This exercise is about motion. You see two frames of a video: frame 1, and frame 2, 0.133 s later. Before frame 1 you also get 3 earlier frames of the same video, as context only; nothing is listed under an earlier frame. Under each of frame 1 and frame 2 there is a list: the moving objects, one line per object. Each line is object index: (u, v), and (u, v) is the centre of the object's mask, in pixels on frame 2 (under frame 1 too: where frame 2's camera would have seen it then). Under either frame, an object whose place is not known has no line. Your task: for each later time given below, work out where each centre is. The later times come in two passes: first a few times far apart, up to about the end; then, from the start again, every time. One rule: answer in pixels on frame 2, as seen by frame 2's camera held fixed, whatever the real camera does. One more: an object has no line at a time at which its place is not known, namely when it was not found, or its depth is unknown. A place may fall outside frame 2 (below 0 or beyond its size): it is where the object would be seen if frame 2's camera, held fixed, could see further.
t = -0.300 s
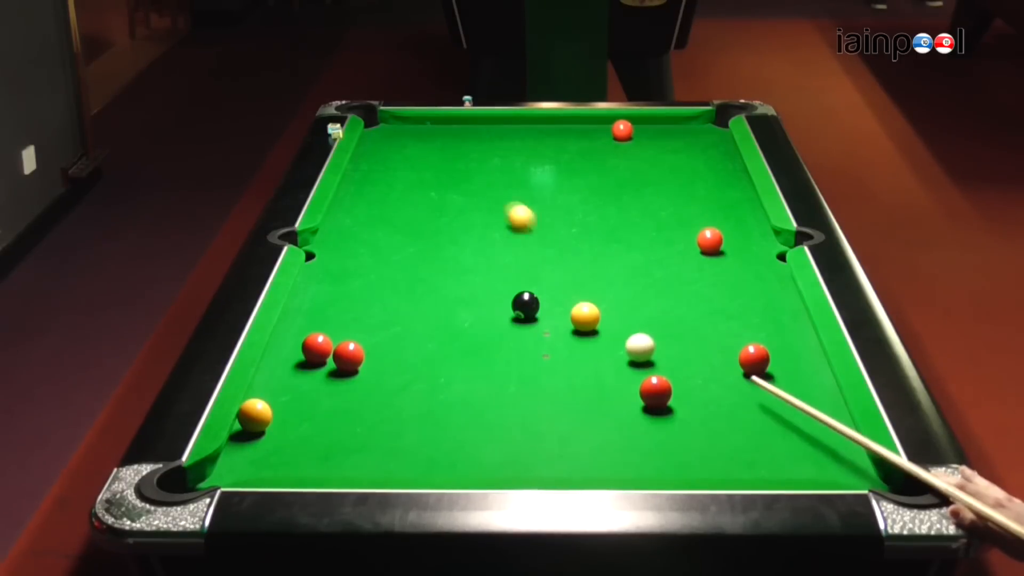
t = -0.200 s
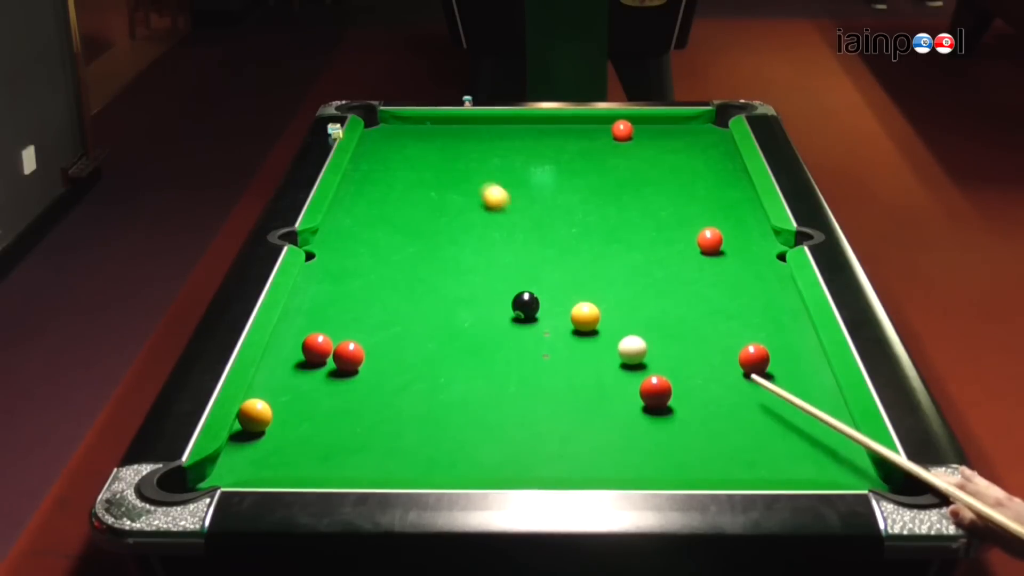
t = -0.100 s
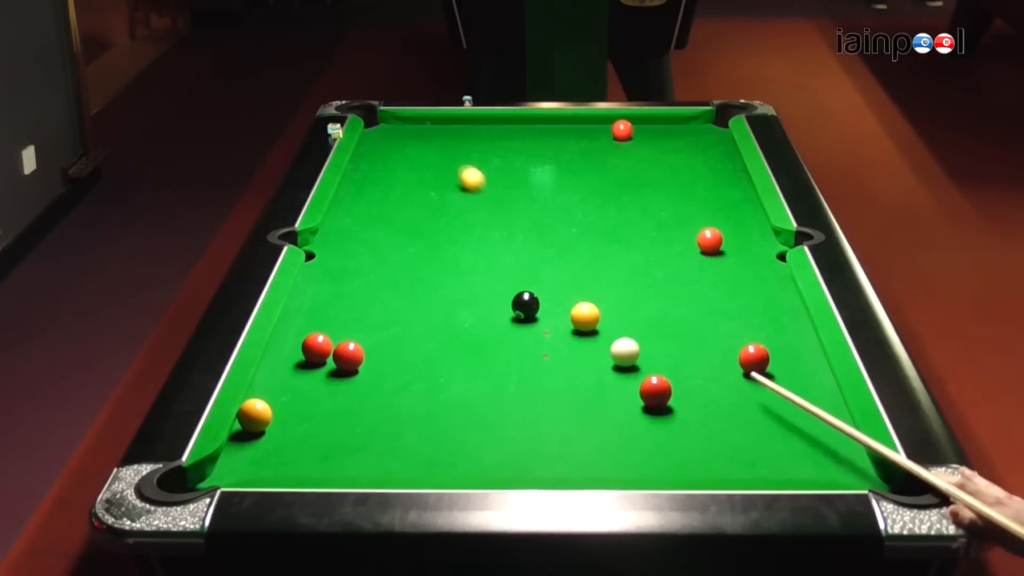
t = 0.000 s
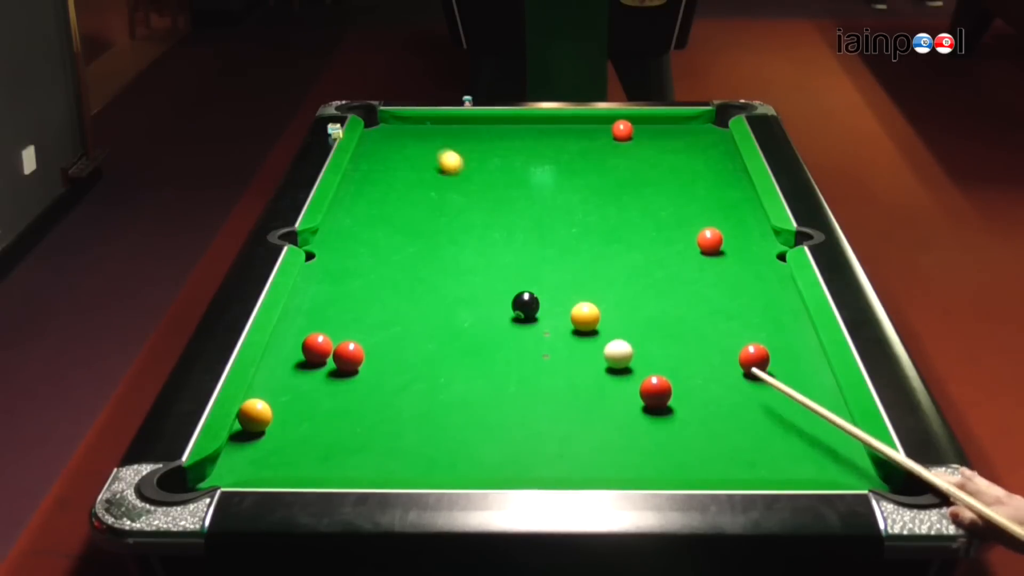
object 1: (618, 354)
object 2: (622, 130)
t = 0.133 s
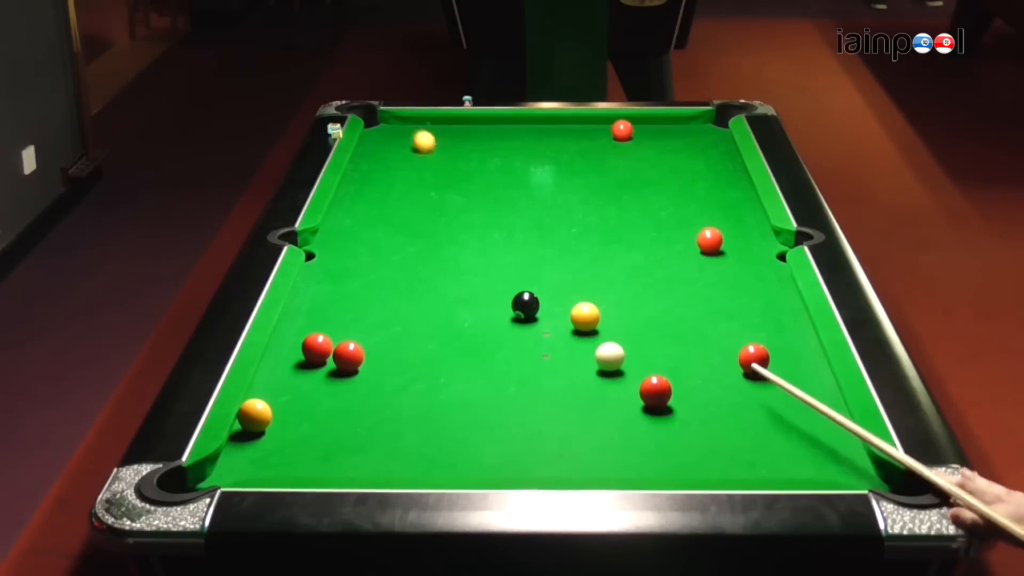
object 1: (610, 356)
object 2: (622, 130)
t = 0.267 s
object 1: (602, 358)
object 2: (622, 130)
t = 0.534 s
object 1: (590, 362)
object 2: (622, 130)
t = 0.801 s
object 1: (583, 365)
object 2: (622, 130)
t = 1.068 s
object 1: (579, 367)
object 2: (622, 130)
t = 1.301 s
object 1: (577, 368)
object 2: (623, 131)
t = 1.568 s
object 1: (577, 368)
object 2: (627, 133)
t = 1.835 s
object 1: (577, 368)
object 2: (631, 135)
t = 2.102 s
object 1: (577, 368)
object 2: (634, 137)
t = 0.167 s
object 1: (608, 357)
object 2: (622, 130)
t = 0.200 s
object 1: (606, 357)
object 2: (622, 130)
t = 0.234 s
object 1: (604, 358)
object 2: (622, 130)
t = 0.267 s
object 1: (602, 358)
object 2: (622, 130)
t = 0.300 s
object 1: (600, 359)
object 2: (622, 130)
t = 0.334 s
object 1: (599, 359)
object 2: (622, 130)
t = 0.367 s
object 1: (597, 360)
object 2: (622, 130)
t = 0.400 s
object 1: (595, 360)
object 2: (622, 130)
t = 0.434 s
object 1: (594, 361)
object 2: (622, 130)
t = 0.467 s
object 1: (592, 361)
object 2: (622, 130)
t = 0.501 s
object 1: (591, 361)
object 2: (622, 130)
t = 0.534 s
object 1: (590, 362)
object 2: (622, 130)
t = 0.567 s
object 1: (589, 362)
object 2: (622, 130)
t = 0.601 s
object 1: (588, 363)
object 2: (622, 130)
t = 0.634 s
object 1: (587, 363)
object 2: (622, 130)
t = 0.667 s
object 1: (586, 363)
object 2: (622, 130)
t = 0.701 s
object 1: (585, 364)
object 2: (622, 130)
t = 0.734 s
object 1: (584, 364)
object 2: (622, 130)
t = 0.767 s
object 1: (583, 365)
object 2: (622, 130)
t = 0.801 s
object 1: (583, 365)
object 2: (622, 130)
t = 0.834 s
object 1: (582, 365)
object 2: (622, 130)
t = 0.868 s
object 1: (581, 366)
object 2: (622, 130)
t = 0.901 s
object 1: (581, 366)
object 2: (622, 130)
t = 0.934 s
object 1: (580, 366)
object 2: (622, 130)
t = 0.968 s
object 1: (580, 367)
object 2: (622, 130)
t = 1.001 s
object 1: (579, 367)
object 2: (622, 130)
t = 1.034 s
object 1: (579, 367)
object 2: (622, 130)
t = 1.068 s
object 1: (579, 367)
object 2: (622, 130)
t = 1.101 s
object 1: (578, 368)
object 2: (622, 130)
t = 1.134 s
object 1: (578, 368)
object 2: (622, 130)
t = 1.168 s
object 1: (578, 368)
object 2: (622, 130)
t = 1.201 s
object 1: (577, 368)
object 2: (622, 130)
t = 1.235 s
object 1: (577, 368)
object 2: (622, 130)
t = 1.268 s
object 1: (577, 368)
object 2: (623, 130)
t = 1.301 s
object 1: (577, 368)
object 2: (623, 131)
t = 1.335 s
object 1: (577, 369)
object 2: (623, 131)
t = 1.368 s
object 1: (577, 369)
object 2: (623, 131)
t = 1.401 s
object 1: (577, 368)
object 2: (624, 132)
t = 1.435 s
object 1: (577, 368)
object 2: (625, 131)
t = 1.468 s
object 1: (577, 368)
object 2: (626, 132)
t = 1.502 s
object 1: (577, 369)
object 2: (626, 132)
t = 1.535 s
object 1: (577, 369)
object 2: (627, 133)
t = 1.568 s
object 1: (577, 368)
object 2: (627, 133)
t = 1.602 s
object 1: (577, 368)
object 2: (628, 133)
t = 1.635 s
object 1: (577, 368)
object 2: (628, 134)
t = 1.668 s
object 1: (577, 368)
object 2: (629, 134)
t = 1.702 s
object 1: (577, 368)
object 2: (629, 134)
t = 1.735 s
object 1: (577, 368)
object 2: (630, 135)
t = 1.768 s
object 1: (577, 368)
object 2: (630, 135)
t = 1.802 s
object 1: (577, 368)
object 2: (631, 135)
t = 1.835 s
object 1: (577, 368)
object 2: (631, 135)
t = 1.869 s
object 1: (577, 368)
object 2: (632, 136)
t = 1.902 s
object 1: (577, 368)
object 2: (632, 136)
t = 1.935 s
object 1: (577, 368)
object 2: (632, 136)
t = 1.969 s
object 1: (577, 368)
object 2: (633, 136)
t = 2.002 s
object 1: (577, 368)
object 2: (633, 137)
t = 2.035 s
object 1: (577, 368)
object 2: (633, 137)
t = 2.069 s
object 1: (577, 368)
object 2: (634, 137)
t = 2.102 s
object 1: (577, 368)
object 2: (634, 137)
